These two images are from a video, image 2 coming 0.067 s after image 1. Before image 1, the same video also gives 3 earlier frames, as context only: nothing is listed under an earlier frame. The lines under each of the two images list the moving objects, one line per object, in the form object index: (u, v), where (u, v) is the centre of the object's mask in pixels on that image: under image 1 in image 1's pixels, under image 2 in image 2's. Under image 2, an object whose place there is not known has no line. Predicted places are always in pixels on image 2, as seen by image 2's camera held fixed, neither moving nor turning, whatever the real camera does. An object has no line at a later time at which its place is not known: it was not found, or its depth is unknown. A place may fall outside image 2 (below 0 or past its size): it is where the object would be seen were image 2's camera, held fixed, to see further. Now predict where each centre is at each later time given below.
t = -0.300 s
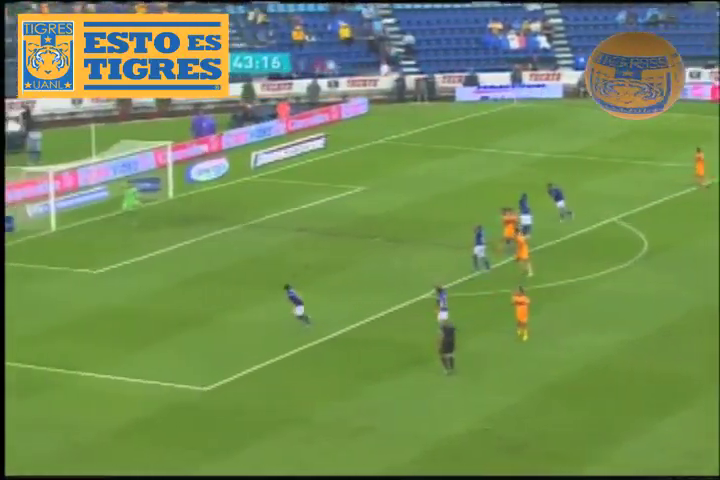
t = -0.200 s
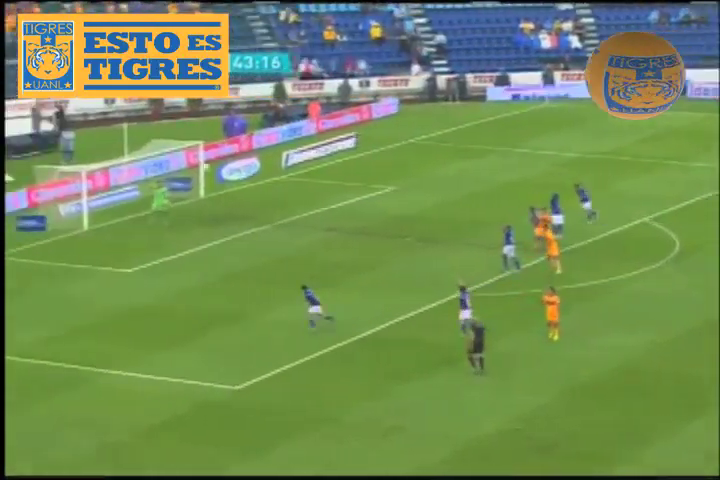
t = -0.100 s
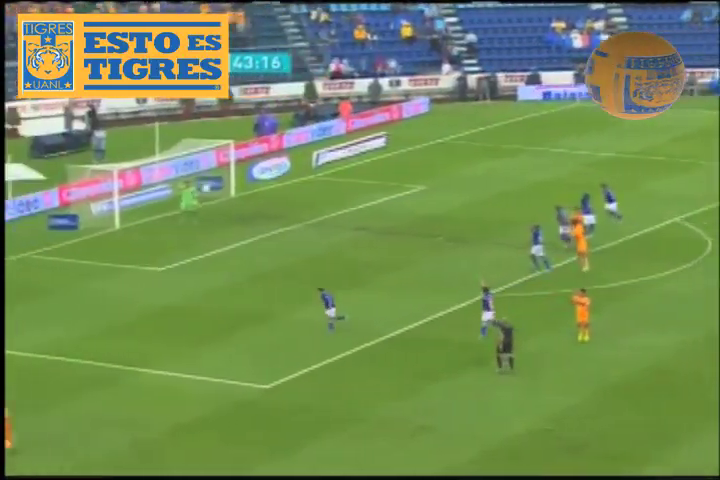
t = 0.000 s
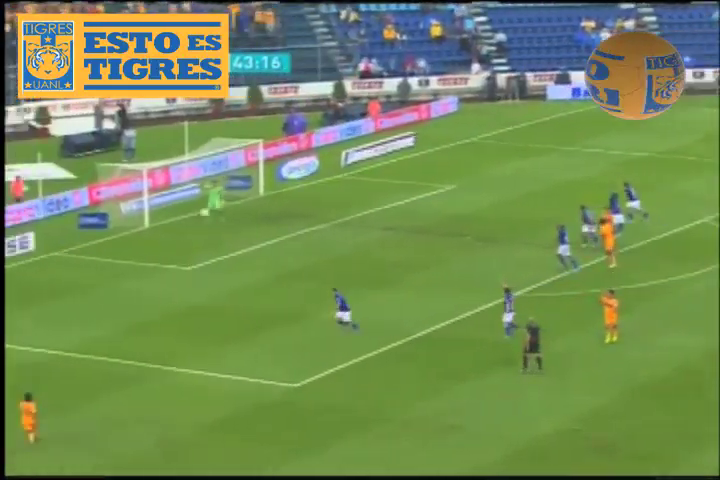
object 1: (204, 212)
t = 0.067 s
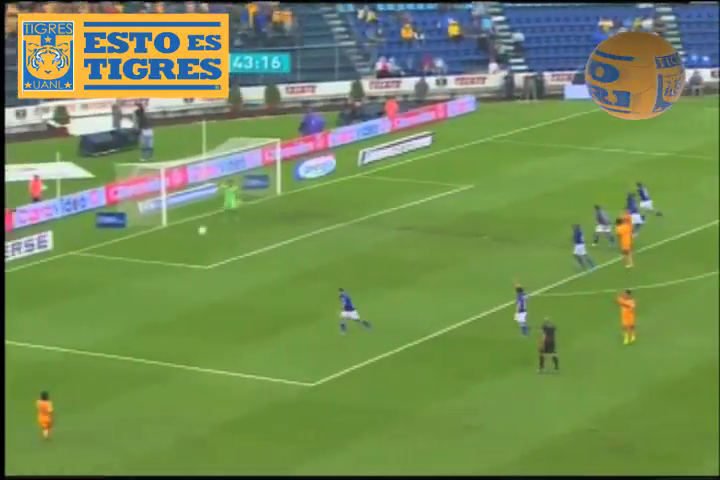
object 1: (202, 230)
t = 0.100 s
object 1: (191, 239)
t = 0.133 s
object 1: (182, 249)
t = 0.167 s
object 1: (172, 260)
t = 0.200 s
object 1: (162, 270)
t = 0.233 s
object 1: (152, 281)
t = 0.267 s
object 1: (143, 293)
